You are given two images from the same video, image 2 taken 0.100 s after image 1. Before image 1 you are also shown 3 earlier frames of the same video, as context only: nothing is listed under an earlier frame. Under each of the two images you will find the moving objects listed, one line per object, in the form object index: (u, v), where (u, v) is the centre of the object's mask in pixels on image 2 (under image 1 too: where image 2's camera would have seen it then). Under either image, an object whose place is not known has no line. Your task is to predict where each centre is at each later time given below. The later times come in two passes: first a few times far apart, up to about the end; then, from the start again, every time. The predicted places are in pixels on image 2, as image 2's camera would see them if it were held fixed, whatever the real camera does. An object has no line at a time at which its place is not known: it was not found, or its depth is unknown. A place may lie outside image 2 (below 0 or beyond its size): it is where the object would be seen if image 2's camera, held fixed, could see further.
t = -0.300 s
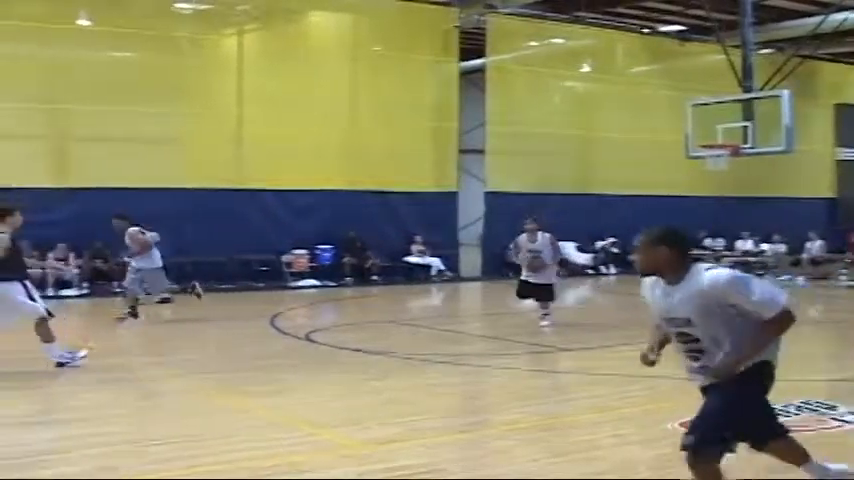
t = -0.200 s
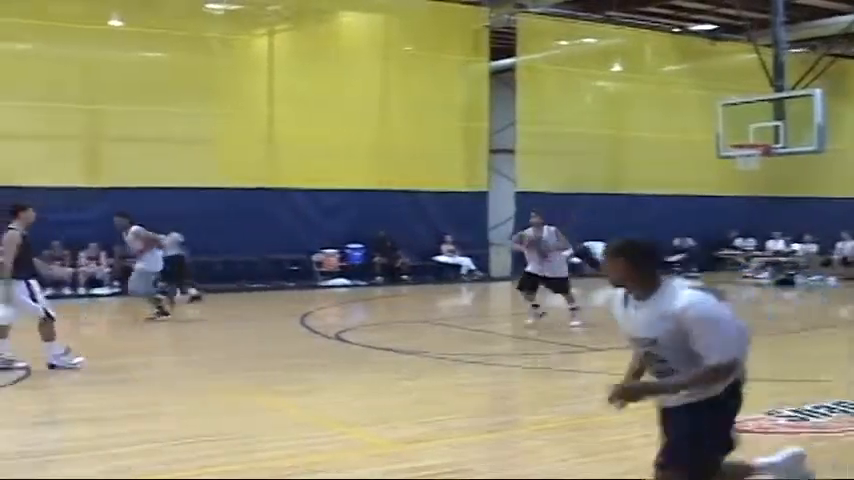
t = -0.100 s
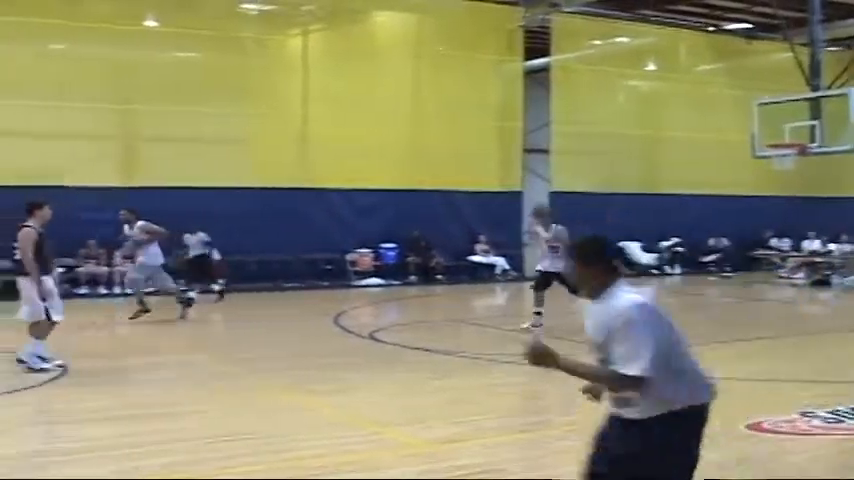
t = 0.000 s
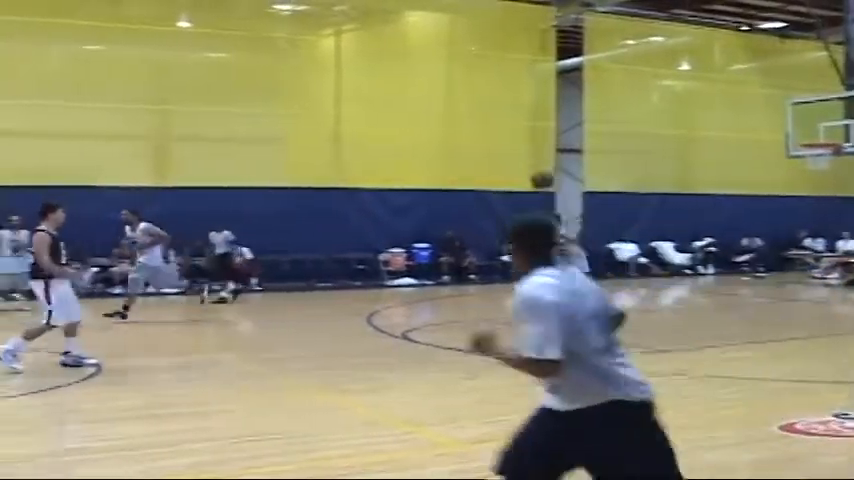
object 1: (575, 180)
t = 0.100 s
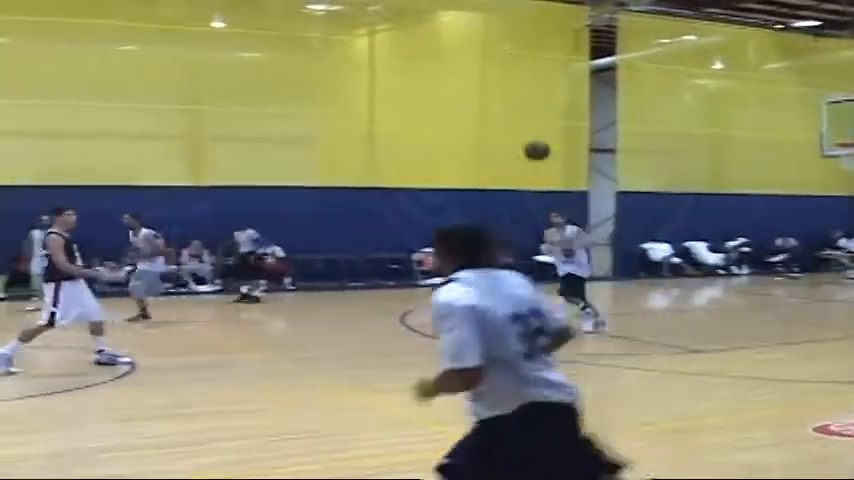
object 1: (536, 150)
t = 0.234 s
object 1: (482, 117)
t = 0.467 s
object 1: (320, 81)
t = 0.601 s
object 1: (178, 85)
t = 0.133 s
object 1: (522, 142)
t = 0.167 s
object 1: (507, 133)
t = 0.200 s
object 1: (492, 124)
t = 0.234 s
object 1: (482, 117)
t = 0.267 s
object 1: (463, 109)
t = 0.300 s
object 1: (443, 102)
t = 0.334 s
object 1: (421, 96)
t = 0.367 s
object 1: (398, 91)
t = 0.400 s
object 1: (375, 86)
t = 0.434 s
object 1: (348, 83)
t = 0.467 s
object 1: (320, 81)
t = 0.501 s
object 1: (289, 79)
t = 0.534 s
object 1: (256, 79)
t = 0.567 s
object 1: (218, 81)
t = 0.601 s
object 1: (178, 85)
